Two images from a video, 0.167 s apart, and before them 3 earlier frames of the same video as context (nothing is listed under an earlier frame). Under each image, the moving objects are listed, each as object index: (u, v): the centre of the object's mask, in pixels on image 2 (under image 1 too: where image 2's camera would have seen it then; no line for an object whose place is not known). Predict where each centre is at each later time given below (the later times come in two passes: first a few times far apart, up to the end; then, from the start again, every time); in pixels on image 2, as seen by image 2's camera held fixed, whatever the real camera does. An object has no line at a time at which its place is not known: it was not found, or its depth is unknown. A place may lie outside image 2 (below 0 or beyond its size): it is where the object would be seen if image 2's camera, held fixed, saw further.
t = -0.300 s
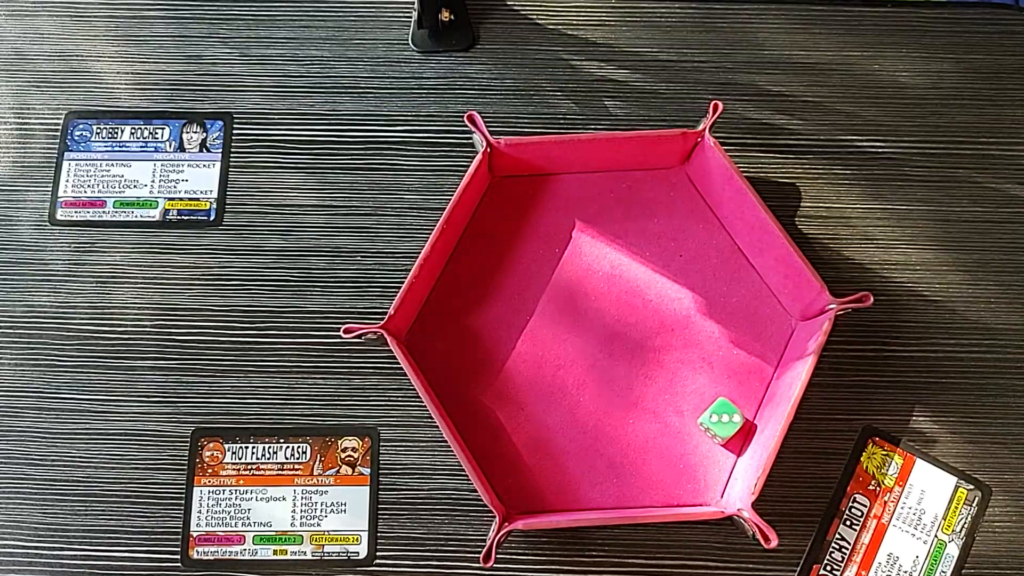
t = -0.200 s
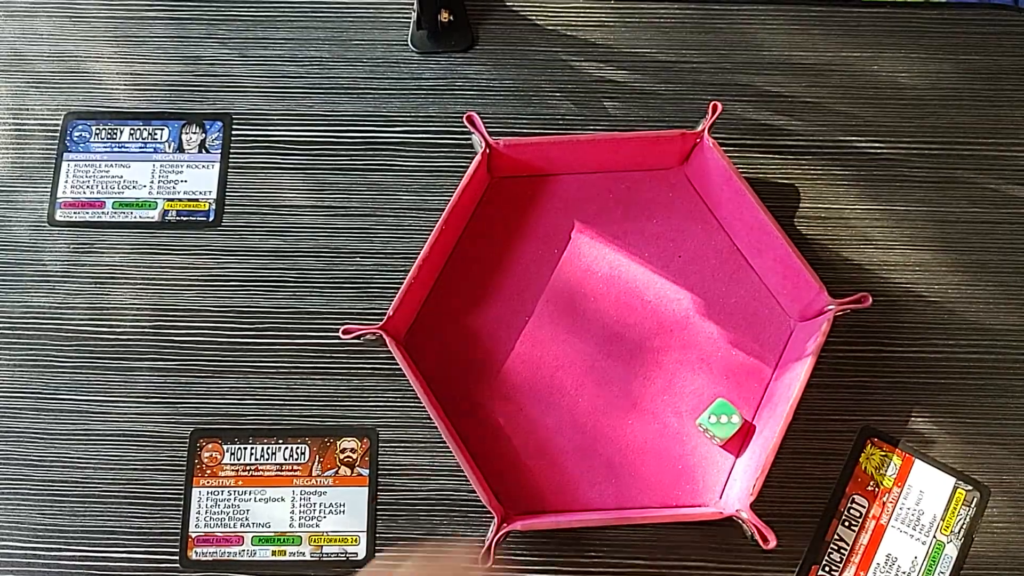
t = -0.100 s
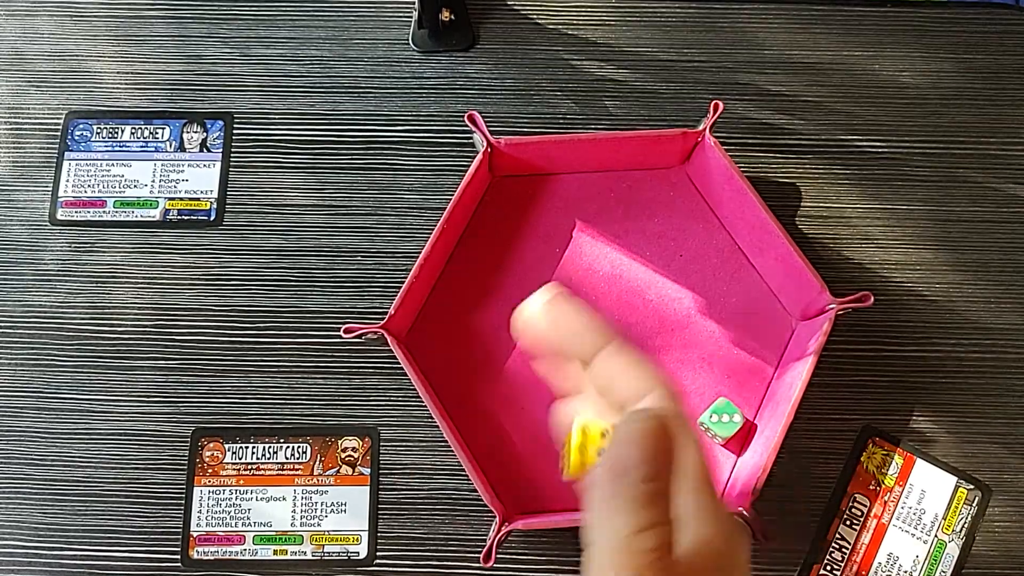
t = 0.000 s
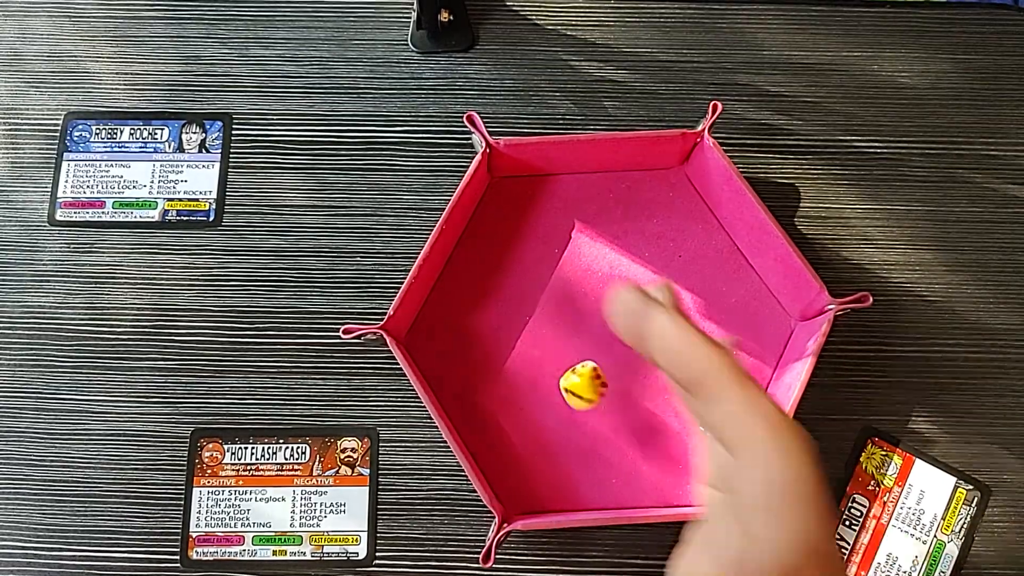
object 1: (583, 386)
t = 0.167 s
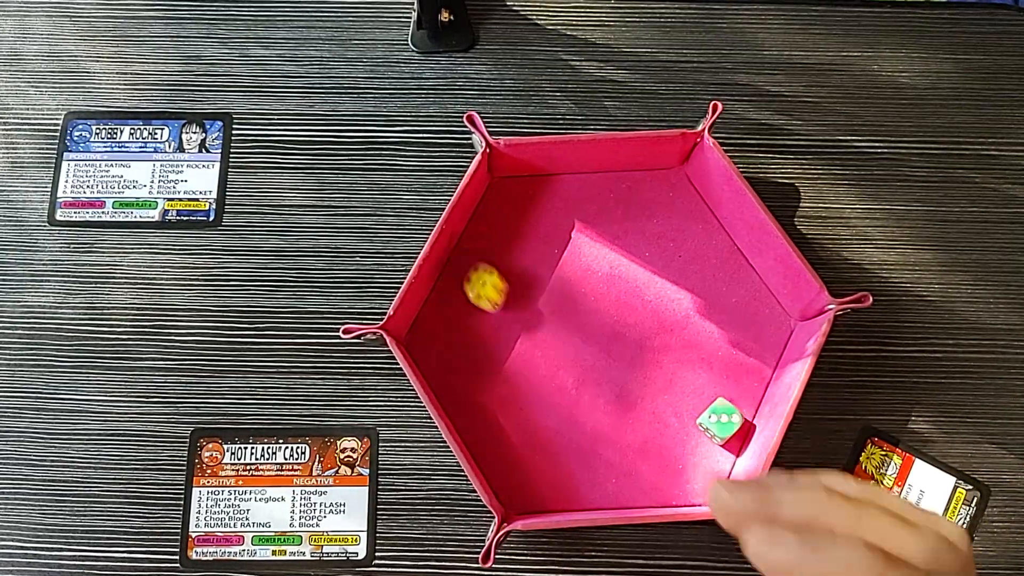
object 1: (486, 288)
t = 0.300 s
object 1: (483, 234)
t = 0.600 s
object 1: (486, 240)
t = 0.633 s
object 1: (486, 240)
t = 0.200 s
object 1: (476, 267)
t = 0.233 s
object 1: (470, 246)
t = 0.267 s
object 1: (475, 239)
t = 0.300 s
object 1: (483, 234)
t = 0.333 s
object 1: (485, 227)
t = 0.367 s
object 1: (484, 225)
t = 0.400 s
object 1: (484, 227)
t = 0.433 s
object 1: (488, 232)
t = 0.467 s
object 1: (490, 235)
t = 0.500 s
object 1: (489, 238)
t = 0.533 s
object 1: (486, 239)
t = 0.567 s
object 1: (486, 240)
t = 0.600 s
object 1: (486, 240)
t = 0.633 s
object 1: (486, 240)
